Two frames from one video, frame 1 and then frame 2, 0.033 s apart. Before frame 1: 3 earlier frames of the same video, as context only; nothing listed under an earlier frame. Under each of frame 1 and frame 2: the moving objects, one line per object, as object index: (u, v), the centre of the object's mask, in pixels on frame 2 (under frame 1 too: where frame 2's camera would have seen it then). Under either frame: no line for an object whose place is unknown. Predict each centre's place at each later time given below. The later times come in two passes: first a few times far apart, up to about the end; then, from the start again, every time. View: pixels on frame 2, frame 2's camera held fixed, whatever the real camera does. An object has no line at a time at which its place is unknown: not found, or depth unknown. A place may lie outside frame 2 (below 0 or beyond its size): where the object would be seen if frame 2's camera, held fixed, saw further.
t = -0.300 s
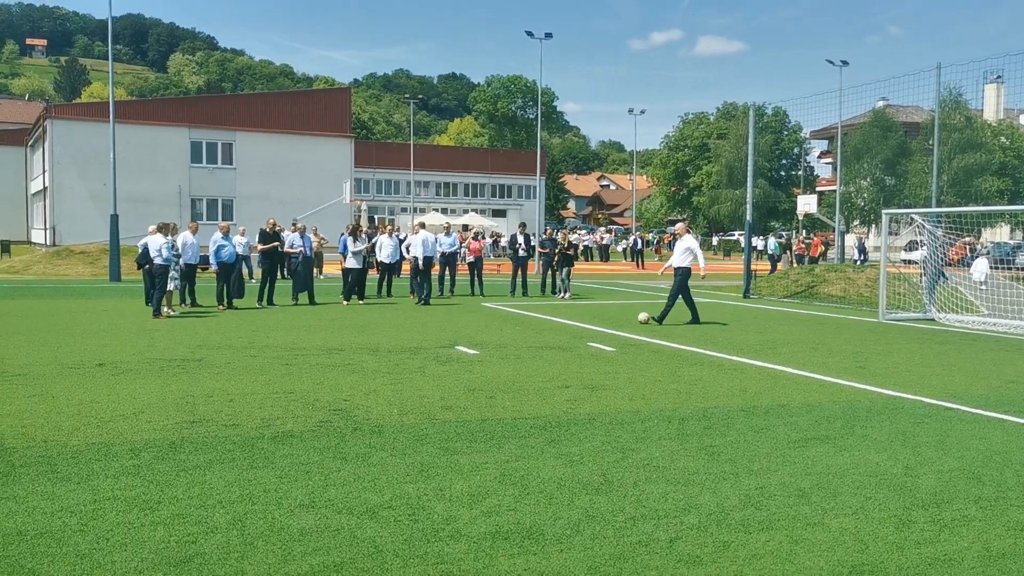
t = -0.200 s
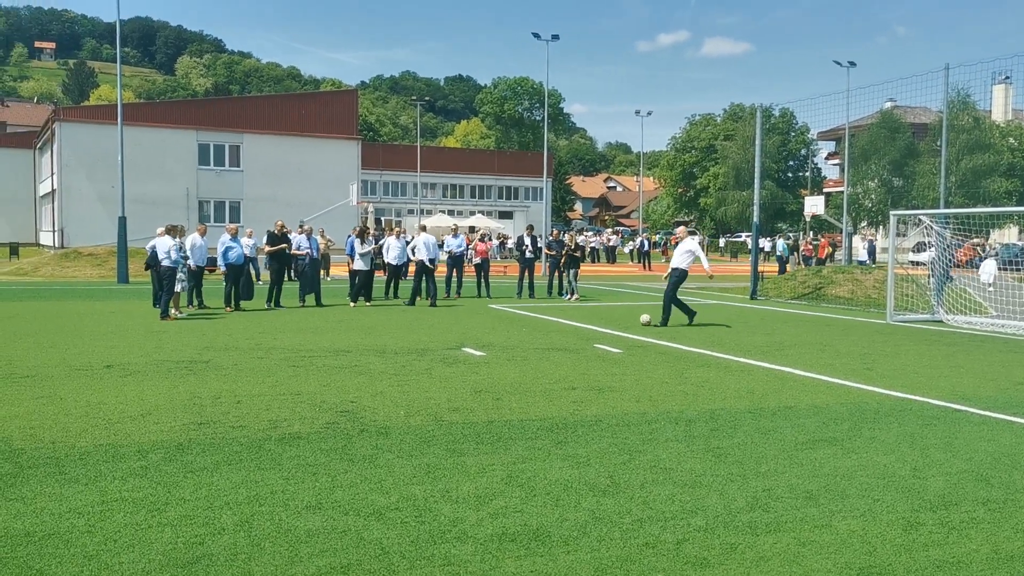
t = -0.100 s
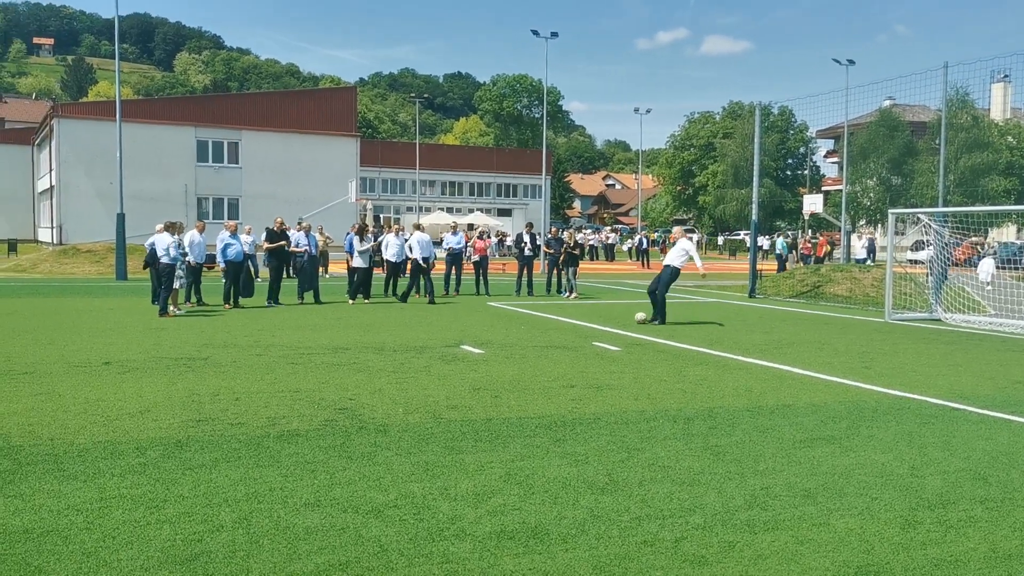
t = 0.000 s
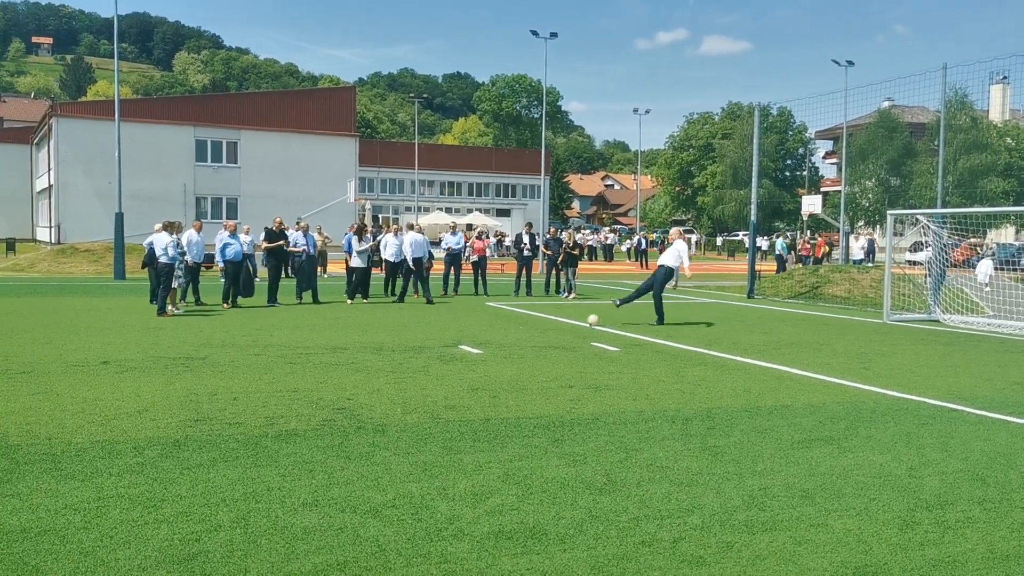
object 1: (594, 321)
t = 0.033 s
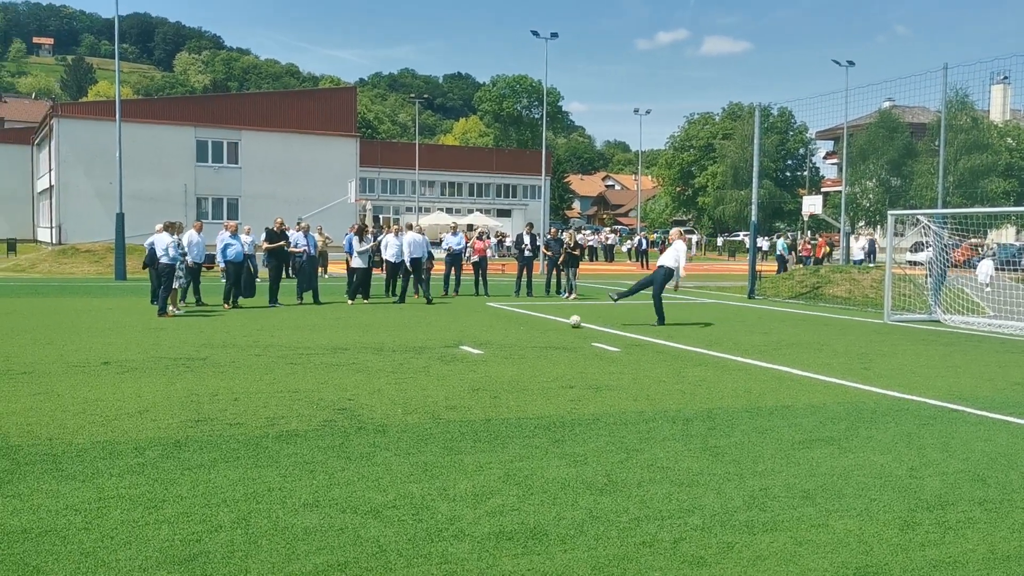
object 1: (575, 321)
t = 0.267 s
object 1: (445, 328)
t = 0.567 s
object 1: (285, 336)
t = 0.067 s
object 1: (556, 322)
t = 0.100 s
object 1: (537, 323)
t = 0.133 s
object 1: (518, 325)
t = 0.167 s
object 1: (500, 325)
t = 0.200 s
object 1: (482, 326)
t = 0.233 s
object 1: (463, 327)
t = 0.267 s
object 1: (445, 328)
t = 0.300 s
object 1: (427, 329)
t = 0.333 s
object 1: (408, 329)
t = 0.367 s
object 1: (391, 330)
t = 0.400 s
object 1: (373, 331)
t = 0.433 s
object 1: (355, 332)
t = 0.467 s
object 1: (338, 333)
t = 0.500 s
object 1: (319, 335)
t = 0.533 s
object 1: (302, 335)
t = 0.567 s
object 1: (285, 336)
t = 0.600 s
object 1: (267, 337)
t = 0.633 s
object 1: (250, 339)
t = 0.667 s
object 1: (233, 339)
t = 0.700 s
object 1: (215, 340)
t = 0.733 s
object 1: (197, 341)
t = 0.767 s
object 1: (179, 342)
